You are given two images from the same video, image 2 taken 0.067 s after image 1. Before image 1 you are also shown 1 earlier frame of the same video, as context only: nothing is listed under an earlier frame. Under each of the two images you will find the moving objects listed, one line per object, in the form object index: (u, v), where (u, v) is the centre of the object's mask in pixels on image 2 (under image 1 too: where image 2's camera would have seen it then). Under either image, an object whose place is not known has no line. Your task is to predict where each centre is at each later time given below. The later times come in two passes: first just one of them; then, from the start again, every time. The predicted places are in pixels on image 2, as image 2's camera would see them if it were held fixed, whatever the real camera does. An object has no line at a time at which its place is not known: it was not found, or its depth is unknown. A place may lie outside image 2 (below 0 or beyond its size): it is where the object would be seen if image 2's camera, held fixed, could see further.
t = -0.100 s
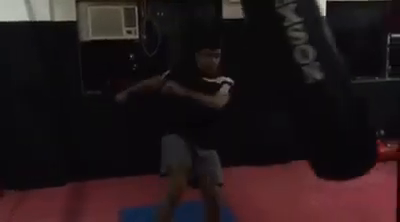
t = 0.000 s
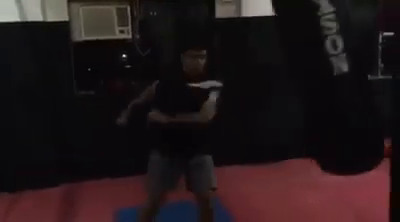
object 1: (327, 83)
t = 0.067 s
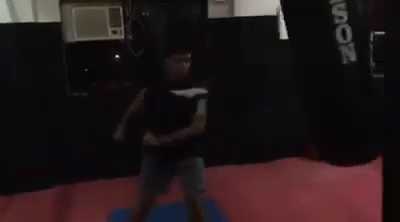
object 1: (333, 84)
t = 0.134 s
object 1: (336, 78)
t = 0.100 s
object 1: (333, 82)
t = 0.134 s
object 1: (336, 78)
